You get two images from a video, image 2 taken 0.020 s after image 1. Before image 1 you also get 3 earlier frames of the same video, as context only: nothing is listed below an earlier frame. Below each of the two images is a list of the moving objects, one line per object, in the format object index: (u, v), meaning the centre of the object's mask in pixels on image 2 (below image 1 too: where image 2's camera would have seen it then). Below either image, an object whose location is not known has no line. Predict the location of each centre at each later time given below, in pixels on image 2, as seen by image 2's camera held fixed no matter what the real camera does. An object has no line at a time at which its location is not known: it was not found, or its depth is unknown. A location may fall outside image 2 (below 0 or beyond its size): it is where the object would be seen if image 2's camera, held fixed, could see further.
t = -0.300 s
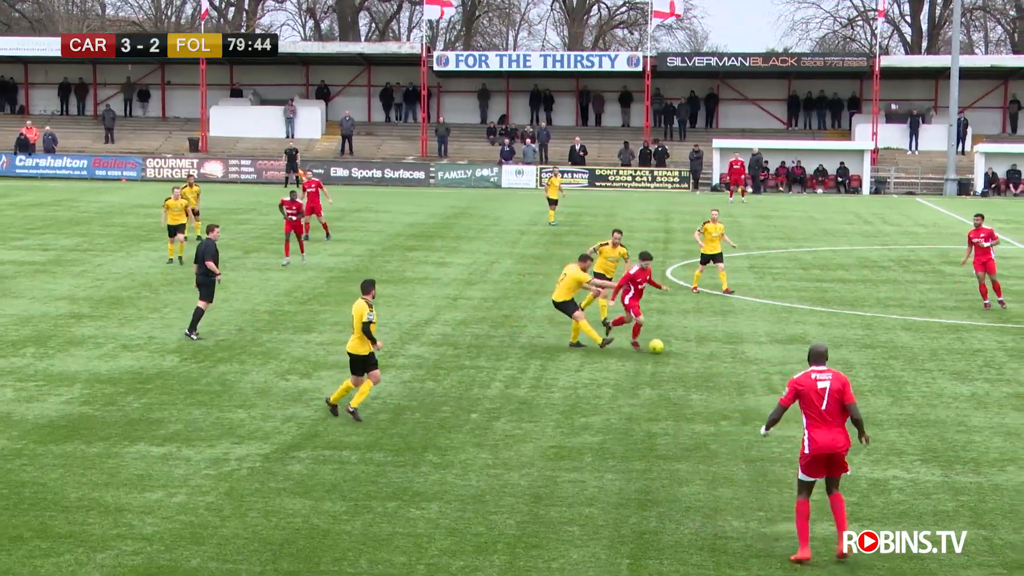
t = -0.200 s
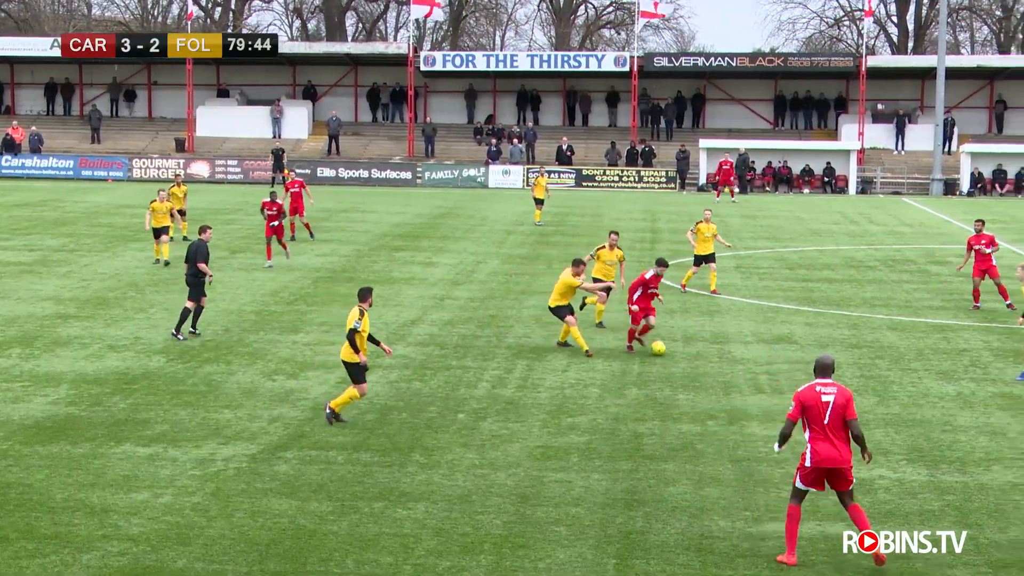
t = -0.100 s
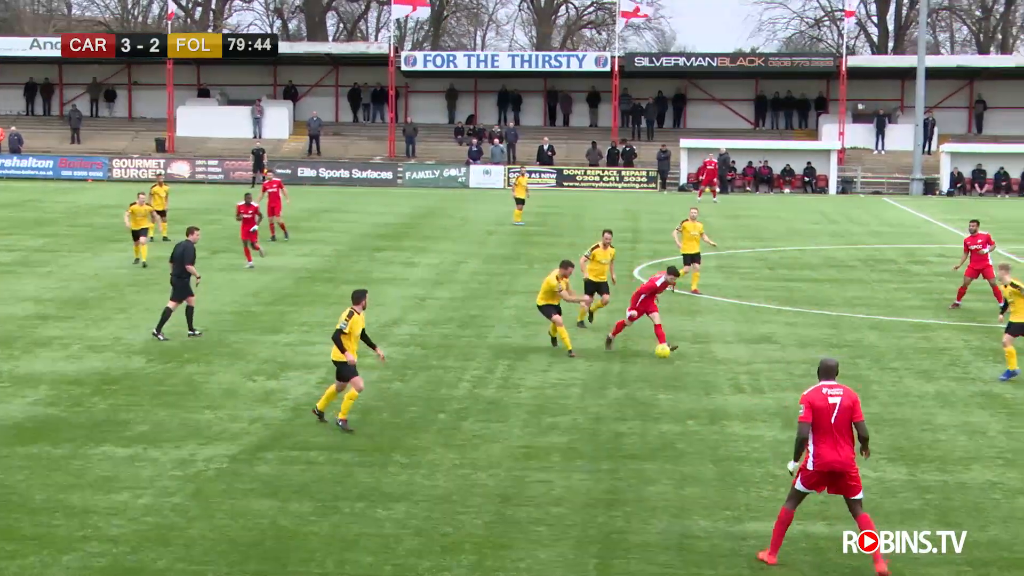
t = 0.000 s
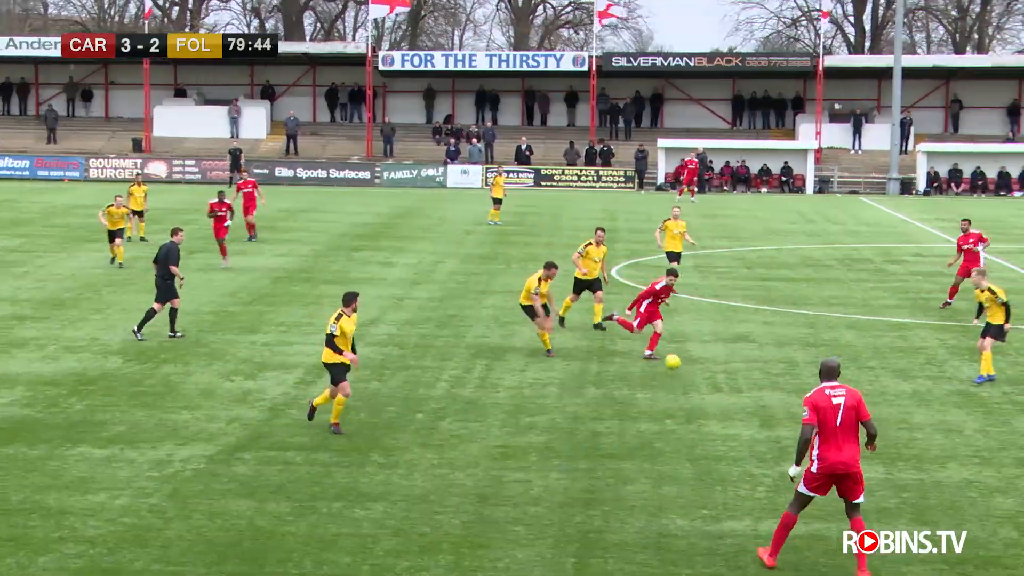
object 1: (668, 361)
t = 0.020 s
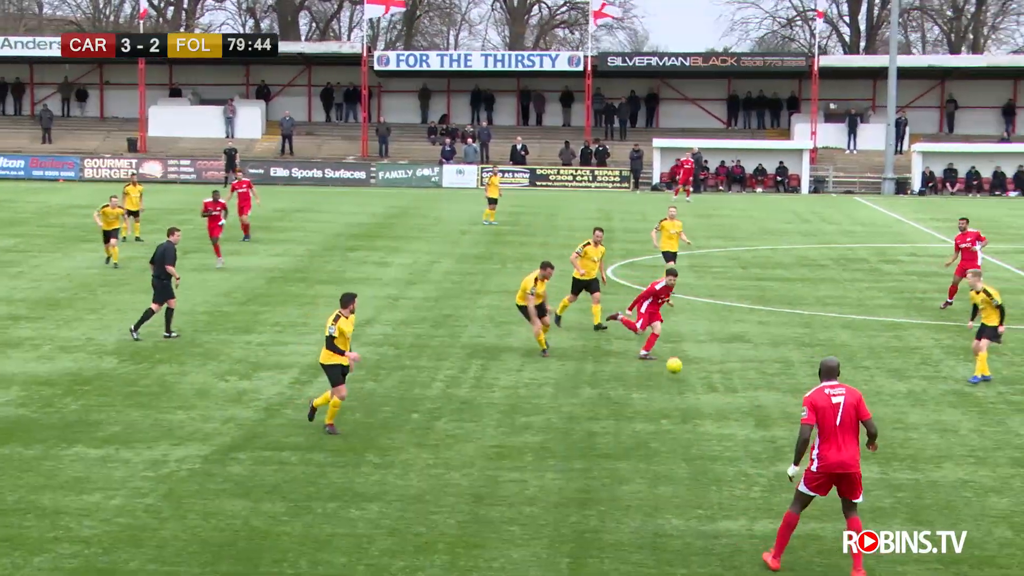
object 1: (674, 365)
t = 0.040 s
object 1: (680, 368)
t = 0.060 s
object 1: (686, 373)
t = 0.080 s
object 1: (693, 377)
